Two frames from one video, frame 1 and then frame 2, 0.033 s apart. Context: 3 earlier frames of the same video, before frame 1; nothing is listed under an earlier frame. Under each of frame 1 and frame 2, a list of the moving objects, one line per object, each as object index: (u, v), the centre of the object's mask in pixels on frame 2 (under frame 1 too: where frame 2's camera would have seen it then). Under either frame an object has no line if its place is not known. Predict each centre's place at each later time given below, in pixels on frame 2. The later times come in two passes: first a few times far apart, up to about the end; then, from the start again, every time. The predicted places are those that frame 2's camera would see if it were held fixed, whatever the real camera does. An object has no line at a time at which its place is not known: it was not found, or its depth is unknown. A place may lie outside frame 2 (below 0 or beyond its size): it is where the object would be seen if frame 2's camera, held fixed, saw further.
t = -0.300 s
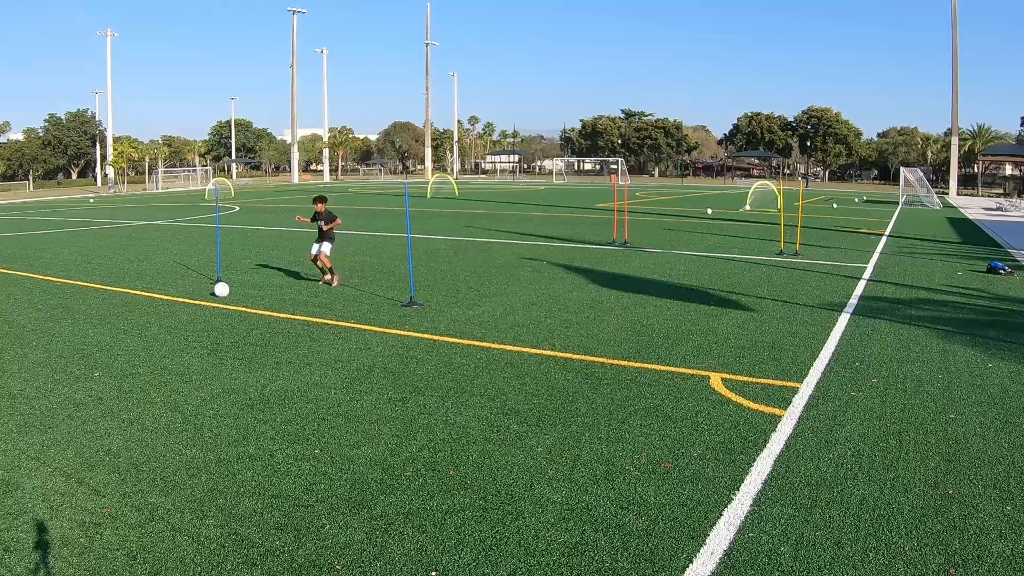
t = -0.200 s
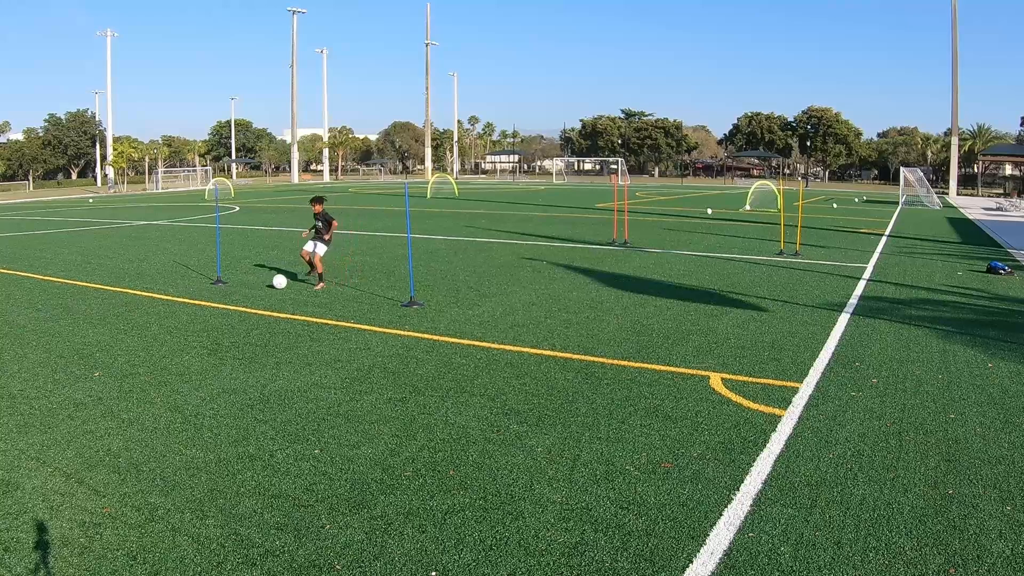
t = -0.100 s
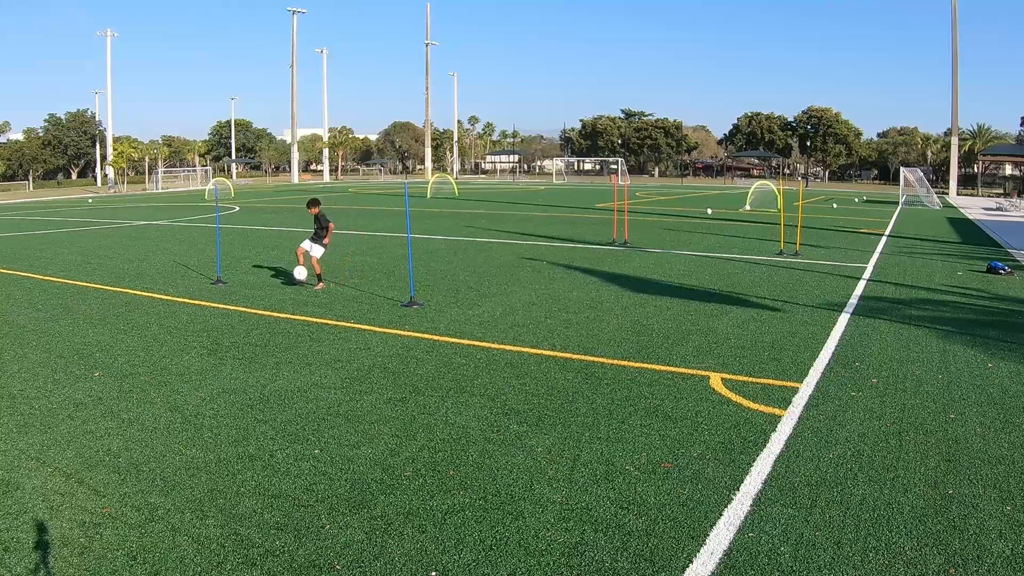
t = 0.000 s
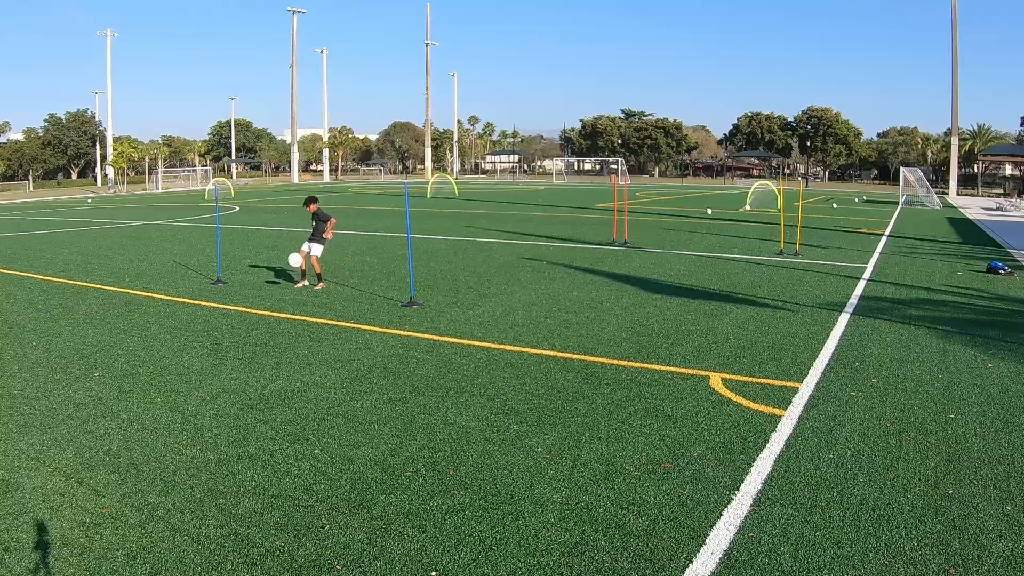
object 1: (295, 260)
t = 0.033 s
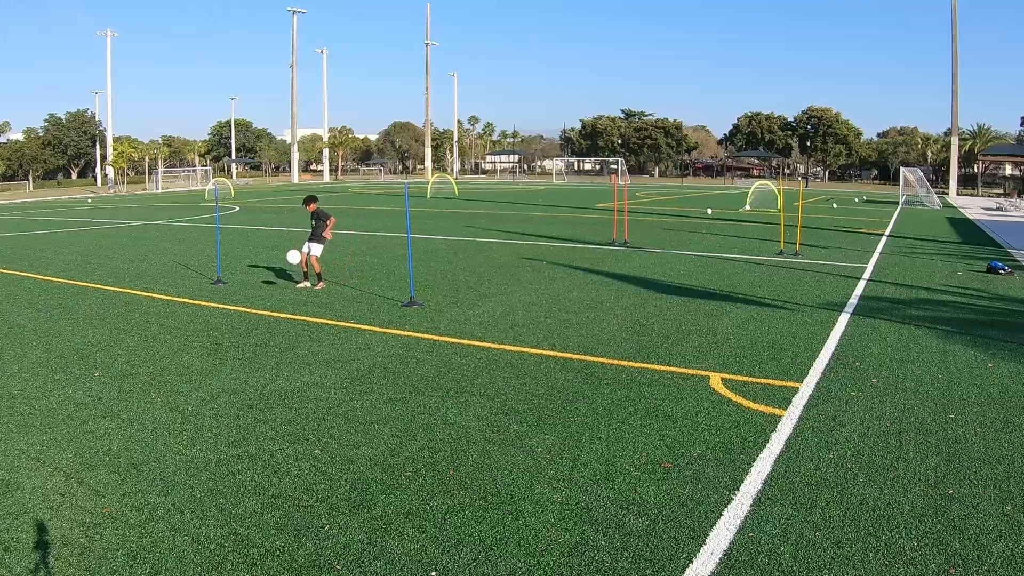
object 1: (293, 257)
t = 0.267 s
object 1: (282, 257)
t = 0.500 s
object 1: (271, 298)
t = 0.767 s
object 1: (265, 299)
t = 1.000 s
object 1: (261, 324)
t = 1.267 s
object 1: (258, 344)
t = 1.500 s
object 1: (255, 361)
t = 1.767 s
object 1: (255, 386)
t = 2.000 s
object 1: (256, 409)
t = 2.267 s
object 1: (258, 440)
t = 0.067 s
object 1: (292, 254)
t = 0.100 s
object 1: (290, 253)
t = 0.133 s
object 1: (288, 252)
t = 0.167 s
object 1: (287, 252)
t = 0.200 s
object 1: (285, 253)
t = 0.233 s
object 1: (283, 254)
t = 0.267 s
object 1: (282, 257)
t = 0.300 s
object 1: (280, 260)
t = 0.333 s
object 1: (278, 264)
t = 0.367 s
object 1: (277, 269)
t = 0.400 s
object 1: (275, 275)
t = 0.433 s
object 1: (274, 281)
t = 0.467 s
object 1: (272, 289)
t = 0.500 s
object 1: (271, 298)
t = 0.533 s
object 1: (269, 303)
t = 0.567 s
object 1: (269, 301)
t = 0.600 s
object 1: (268, 299)
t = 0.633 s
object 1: (267, 297)
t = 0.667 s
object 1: (266, 296)
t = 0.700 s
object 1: (266, 296)
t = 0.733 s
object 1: (265, 297)
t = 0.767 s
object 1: (265, 299)
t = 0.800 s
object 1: (265, 302)
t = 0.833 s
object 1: (264, 305)
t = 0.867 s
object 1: (263, 311)
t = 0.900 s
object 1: (263, 317)
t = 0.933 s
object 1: (263, 324)
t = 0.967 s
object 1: (262, 325)
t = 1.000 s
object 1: (261, 324)
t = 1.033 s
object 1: (261, 324)
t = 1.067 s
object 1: (260, 324)
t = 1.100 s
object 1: (260, 326)
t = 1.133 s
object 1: (260, 328)
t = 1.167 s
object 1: (259, 332)
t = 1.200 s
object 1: (258, 337)
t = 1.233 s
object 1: (258, 342)
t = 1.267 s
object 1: (258, 344)
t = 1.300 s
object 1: (257, 345)
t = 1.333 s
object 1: (257, 346)
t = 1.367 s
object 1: (256, 349)
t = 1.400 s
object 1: (256, 352)
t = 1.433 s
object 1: (256, 356)
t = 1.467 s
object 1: (256, 360)
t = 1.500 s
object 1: (255, 361)
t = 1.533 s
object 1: (255, 364)
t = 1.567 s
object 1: (255, 367)
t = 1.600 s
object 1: (255, 371)
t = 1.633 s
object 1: (255, 373)
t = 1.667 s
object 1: (255, 376)
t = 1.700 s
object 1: (255, 379)
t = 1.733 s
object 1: (255, 382)
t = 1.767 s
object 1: (255, 386)
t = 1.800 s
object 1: (255, 389)
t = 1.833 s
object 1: (255, 392)
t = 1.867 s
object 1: (255, 395)
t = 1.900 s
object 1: (256, 398)
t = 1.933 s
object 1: (256, 402)
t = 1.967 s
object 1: (256, 406)
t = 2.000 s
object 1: (256, 409)
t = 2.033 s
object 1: (256, 412)
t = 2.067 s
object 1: (256, 416)
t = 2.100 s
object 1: (257, 420)
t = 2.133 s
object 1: (257, 424)
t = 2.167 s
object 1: (257, 428)
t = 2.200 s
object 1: (258, 432)
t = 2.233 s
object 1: (258, 435)
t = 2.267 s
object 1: (258, 440)
